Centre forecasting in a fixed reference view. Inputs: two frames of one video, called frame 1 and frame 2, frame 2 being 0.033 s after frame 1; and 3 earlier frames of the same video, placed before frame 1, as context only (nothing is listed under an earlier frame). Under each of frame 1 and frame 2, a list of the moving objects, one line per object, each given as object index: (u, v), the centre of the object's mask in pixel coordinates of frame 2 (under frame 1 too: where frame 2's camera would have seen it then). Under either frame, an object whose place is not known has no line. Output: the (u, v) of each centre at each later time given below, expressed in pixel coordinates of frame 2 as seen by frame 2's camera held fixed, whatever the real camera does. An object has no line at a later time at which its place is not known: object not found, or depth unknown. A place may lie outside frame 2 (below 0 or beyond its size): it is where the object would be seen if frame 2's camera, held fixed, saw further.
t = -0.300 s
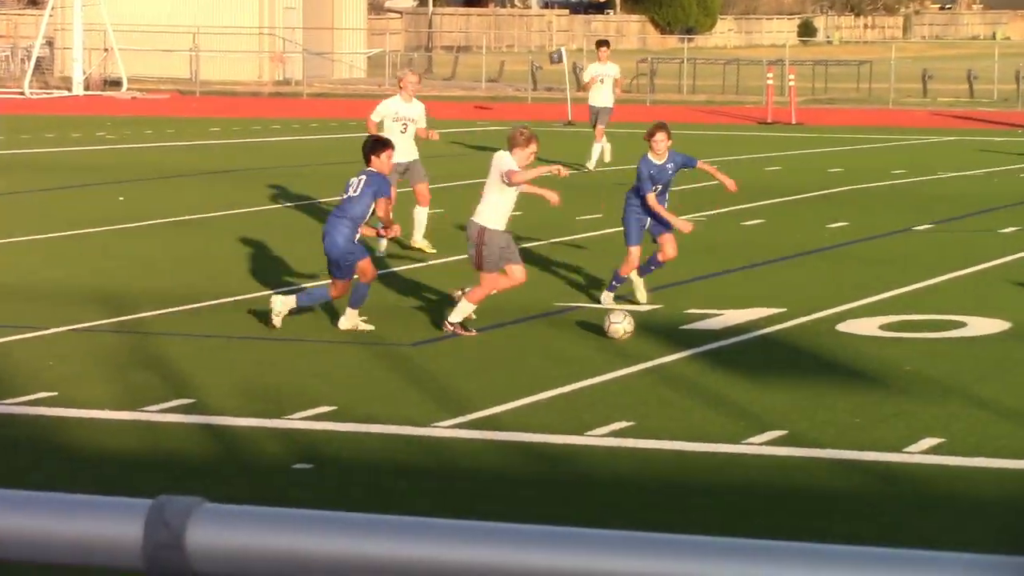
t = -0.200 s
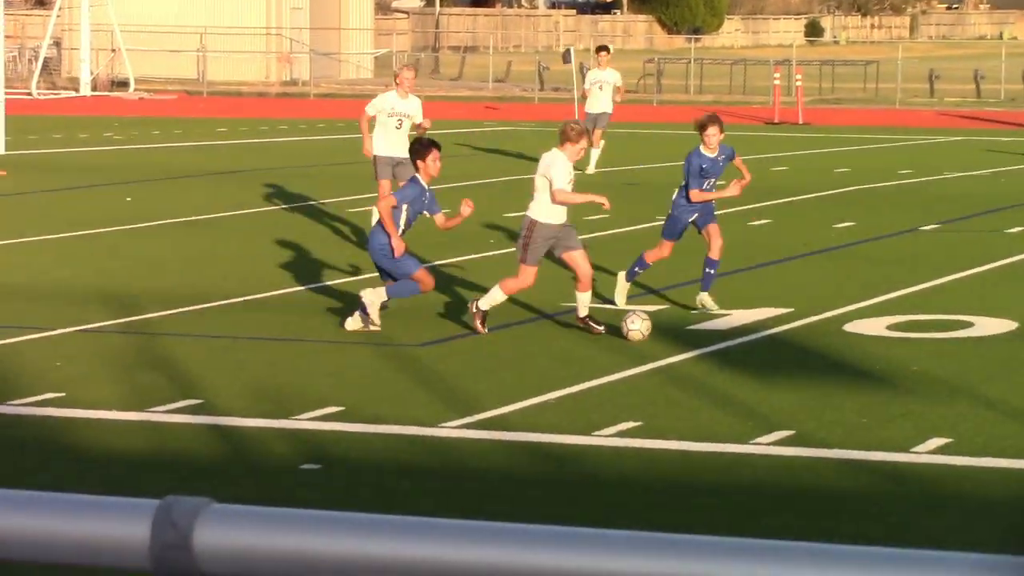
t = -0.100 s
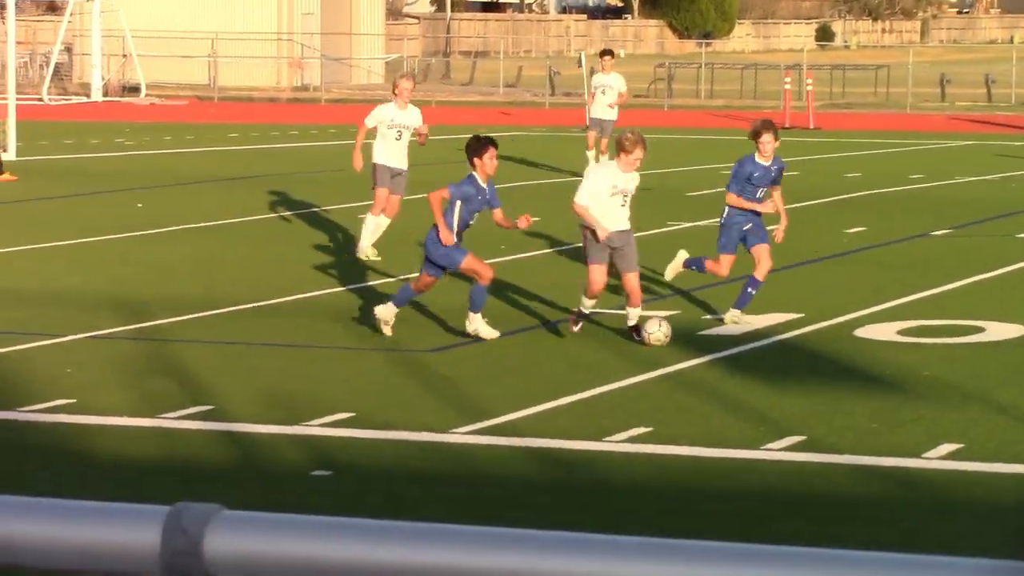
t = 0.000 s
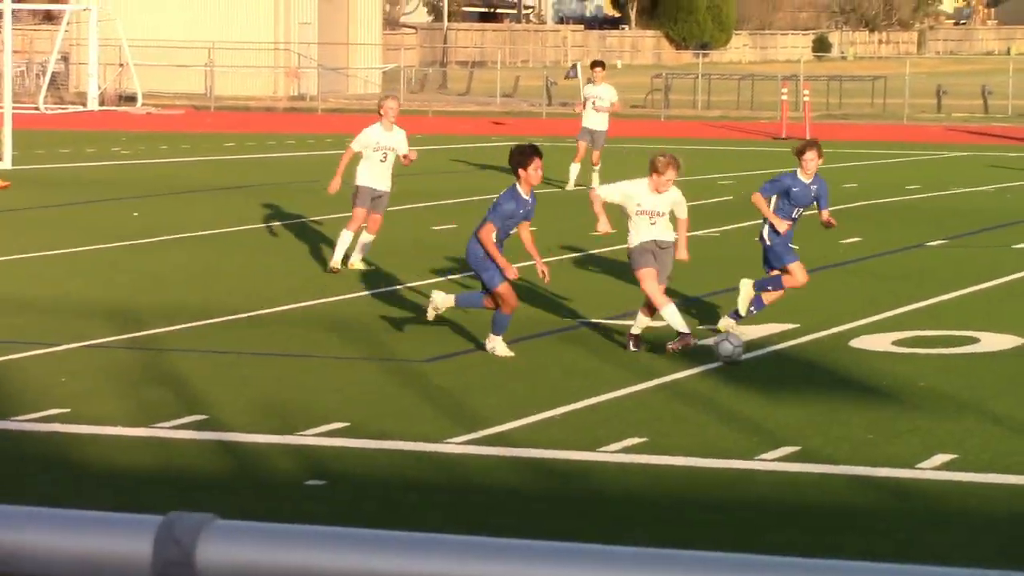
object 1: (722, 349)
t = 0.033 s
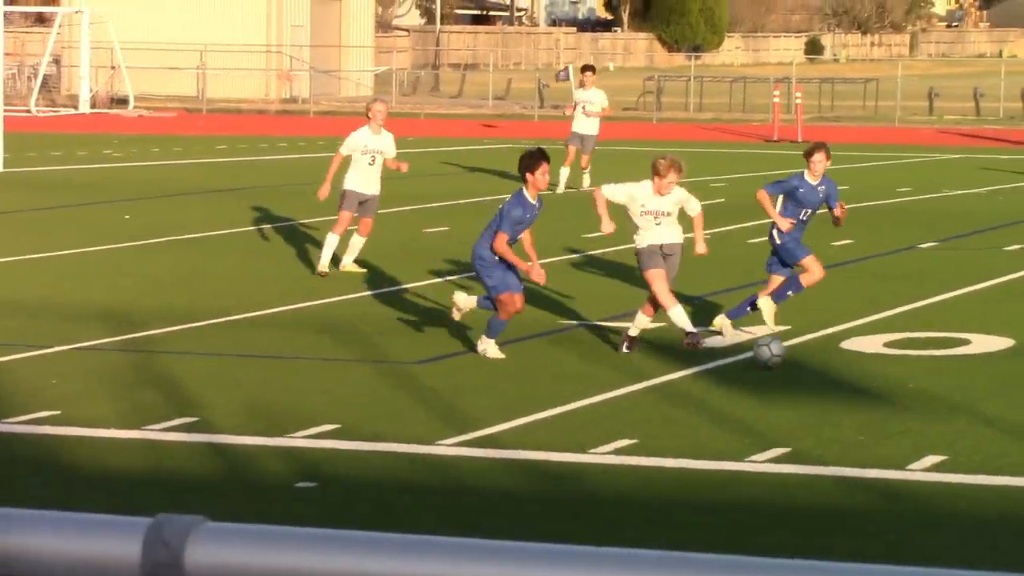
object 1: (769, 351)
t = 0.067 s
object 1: (814, 356)
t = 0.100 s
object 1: (860, 361)
